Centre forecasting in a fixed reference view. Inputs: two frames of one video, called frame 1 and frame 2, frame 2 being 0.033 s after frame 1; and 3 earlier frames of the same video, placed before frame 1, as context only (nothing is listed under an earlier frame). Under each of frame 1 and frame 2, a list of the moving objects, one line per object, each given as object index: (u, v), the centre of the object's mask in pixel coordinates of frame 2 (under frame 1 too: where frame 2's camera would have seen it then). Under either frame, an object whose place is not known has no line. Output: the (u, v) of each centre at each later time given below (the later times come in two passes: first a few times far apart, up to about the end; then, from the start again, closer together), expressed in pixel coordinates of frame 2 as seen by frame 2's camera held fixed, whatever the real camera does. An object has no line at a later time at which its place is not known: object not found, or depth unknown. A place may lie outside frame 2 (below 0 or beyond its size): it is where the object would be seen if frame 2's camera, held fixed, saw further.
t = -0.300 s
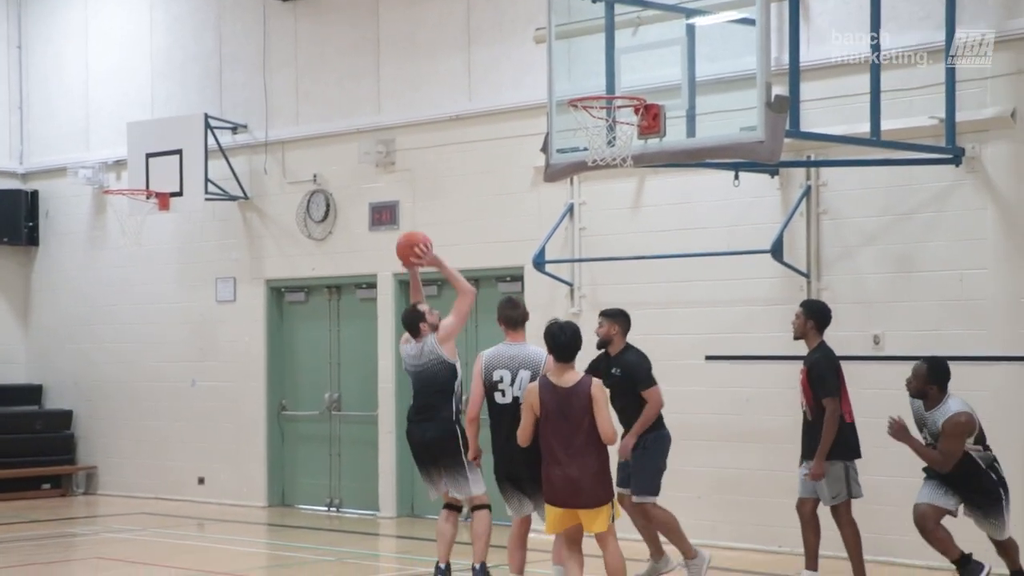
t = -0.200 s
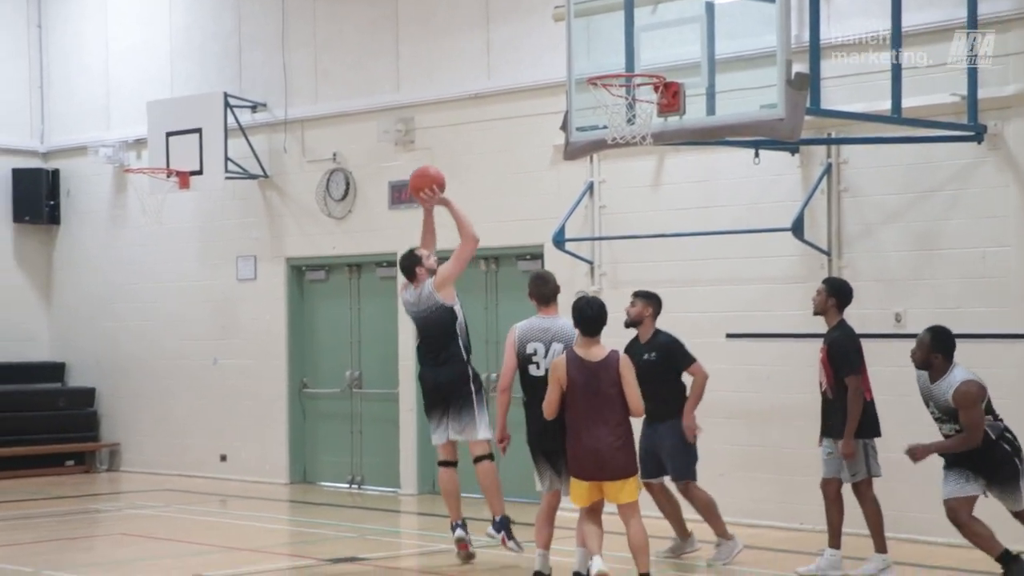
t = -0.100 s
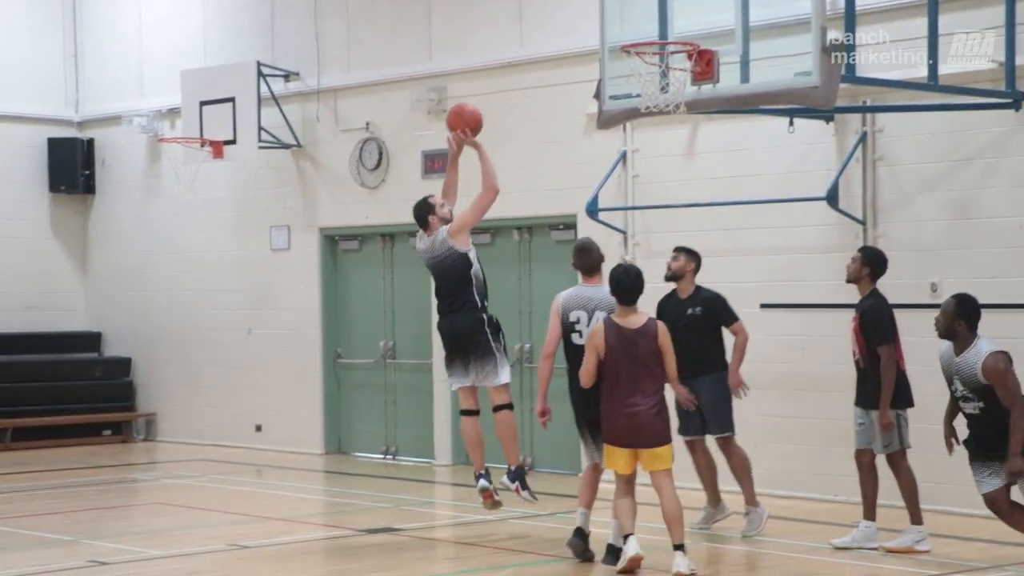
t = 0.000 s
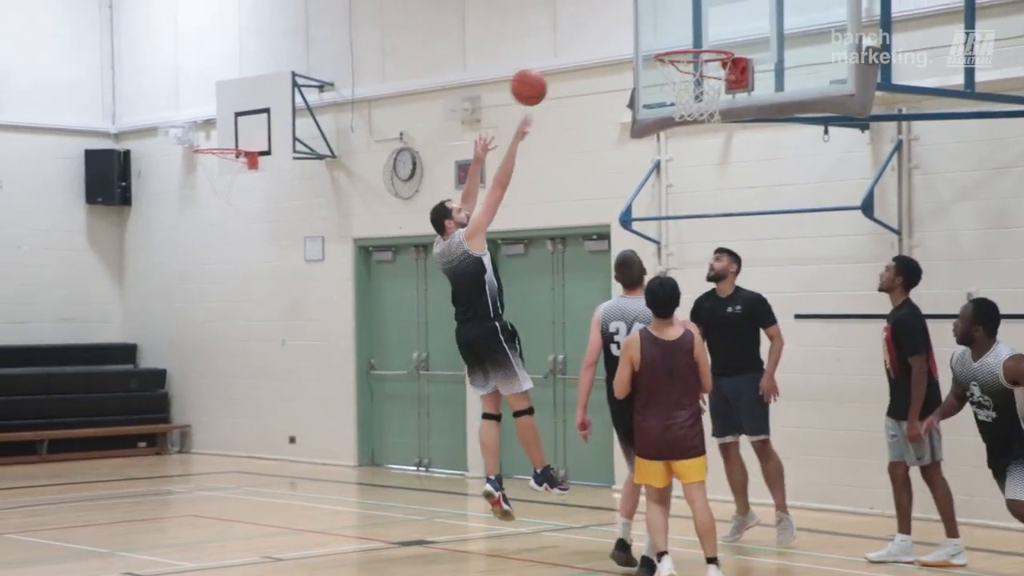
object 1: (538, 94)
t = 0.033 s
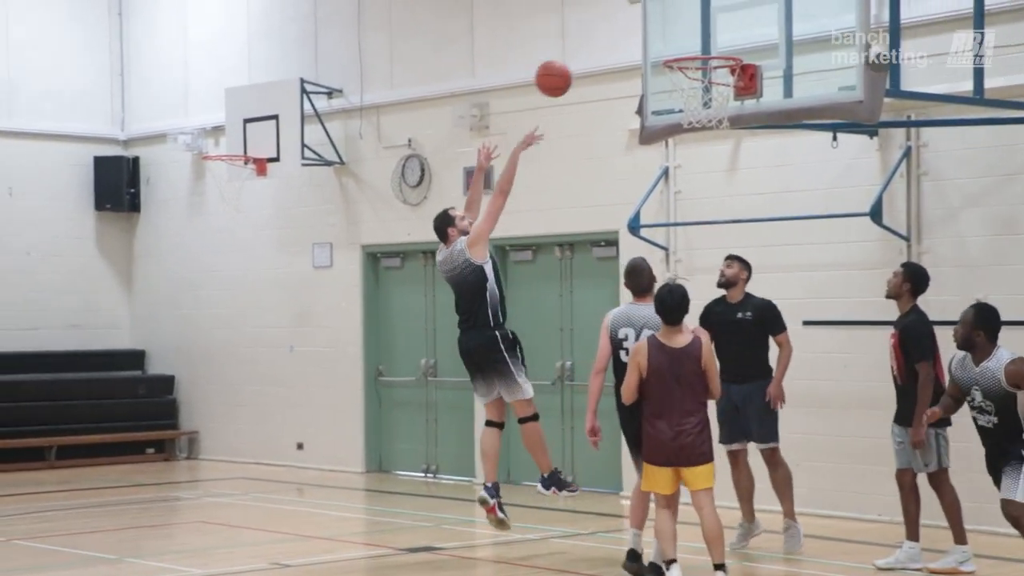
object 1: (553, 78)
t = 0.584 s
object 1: (697, 68)
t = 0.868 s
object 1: (716, 163)
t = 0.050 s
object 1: (561, 72)
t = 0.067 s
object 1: (569, 66)
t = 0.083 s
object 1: (577, 60)
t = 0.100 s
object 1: (585, 54)
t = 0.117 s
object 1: (594, 49)
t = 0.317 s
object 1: (695, 19)
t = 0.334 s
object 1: (701, 19)
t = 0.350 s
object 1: (701, 19)
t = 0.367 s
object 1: (701, 20)
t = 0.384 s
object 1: (700, 22)
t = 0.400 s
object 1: (700, 24)
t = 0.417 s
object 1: (699, 26)
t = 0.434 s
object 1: (699, 28)
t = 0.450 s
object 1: (698, 32)
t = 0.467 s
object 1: (698, 35)
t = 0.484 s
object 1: (697, 39)
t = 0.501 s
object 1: (697, 41)
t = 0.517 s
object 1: (696, 48)
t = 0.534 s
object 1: (695, 54)
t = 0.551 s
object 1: (694, 59)
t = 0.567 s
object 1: (696, 64)
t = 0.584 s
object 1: (697, 68)
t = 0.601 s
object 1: (698, 73)
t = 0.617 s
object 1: (700, 79)
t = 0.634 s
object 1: (700, 84)
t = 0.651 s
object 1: (702, 90)
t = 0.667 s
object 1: (703, 96)
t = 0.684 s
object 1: (704, 101)
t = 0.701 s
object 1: (706, 105)
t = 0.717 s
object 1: (707, 109)
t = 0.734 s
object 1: (709, 114)
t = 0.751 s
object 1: (710, 119)
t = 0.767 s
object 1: (711, 124)
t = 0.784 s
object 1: (712, 129)
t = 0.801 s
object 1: (713, 135)
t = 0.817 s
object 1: (714, 141)
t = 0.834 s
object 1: (714, 148)
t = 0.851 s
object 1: (715, 155)
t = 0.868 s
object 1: (716, 163)
